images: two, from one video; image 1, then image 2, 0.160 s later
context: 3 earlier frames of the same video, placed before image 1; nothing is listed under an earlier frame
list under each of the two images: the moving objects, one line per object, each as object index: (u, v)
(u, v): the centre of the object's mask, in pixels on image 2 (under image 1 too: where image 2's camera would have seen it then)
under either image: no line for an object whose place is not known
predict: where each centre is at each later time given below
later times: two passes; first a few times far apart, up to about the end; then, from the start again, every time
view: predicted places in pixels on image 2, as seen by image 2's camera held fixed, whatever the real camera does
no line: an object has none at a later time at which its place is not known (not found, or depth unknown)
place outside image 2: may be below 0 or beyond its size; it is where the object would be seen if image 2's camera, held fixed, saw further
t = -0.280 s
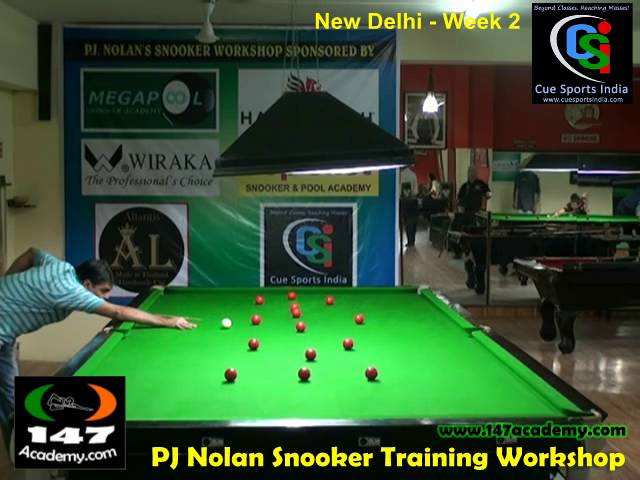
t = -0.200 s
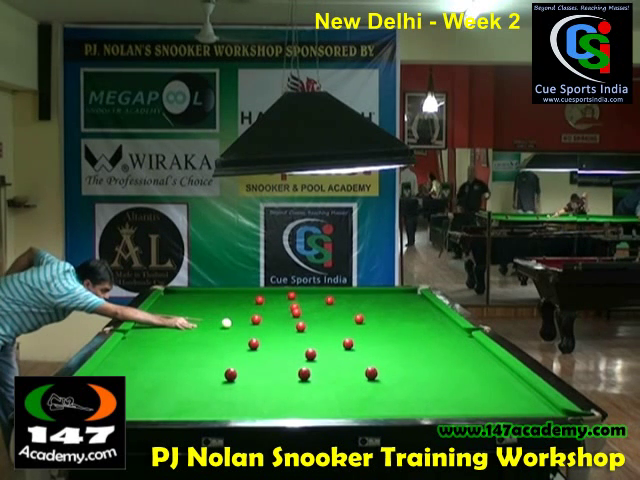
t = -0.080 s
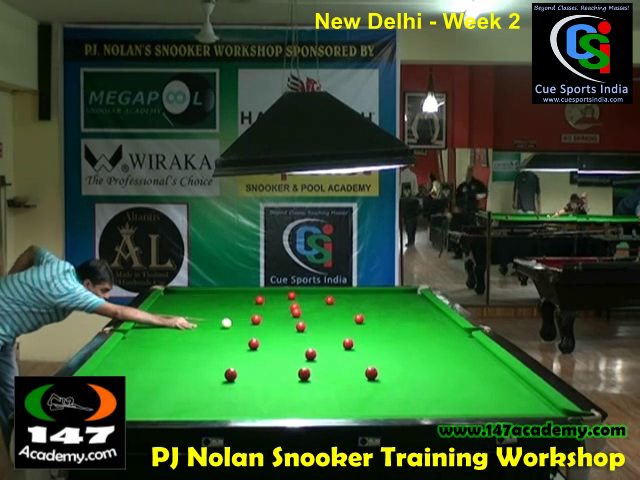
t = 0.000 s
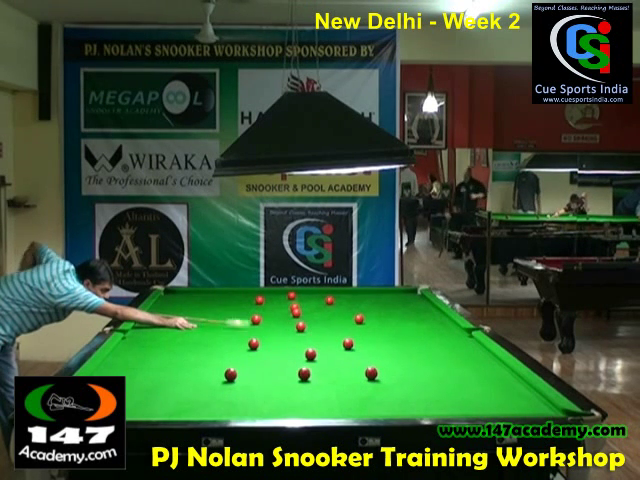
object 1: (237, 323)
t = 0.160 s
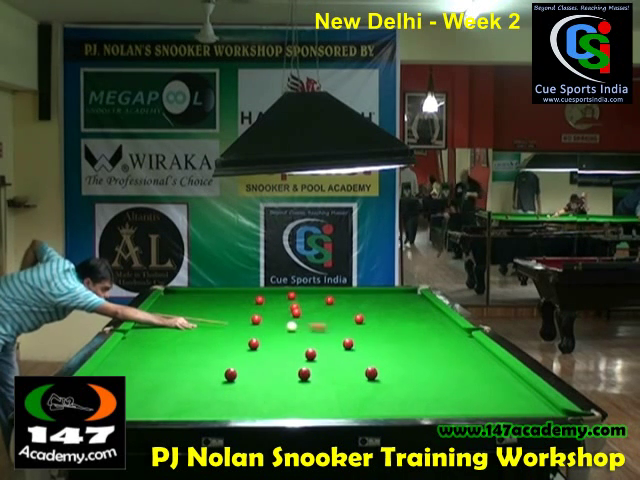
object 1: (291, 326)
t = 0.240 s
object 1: (294, 326)
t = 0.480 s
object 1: (310, 328)
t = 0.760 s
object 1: (327, 330)
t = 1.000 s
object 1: (341, 330)
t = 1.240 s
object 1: (354, 332)
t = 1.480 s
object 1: (367, 333)
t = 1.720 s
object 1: (378, 334)
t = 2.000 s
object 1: (391, 335)
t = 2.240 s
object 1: (400, 336)
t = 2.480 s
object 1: (409, 336)
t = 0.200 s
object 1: (292, 326)
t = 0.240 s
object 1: (294, 326)
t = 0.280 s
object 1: (297, 327)
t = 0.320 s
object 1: (299, 327)
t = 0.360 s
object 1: (302, 327)
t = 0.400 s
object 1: (304, 327)
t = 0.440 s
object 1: (307, 328)
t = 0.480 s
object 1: (310, 328)
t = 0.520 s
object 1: (312, 328)
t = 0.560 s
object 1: (315, 328)
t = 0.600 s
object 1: (317, 328)
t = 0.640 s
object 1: (320, 329)
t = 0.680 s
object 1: (322, 329)
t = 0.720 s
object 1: (325, 329)
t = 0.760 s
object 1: (327, 330)
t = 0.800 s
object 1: (330, 330)
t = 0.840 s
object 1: (332, 330)
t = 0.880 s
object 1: (334, 330)
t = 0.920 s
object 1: (336, 330)
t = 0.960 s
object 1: (339, 330)
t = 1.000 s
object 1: (341, 330)
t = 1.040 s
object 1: (343, 331)
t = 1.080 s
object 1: (345, 331)
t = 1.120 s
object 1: (348, 331)
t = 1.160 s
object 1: (350, 331)
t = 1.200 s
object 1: (352, 332)
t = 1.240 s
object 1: (354, 332)
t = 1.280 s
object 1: (356, 332)
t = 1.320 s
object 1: (358, 332)
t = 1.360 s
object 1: (361, 332)
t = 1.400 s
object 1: (363, 332)
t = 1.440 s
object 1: (365, 333)
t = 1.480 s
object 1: (367, 333)
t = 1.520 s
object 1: (369, 333)
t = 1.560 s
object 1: (371, 333)
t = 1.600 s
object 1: (373, 333)
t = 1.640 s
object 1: (375, 333)
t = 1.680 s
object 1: (376, 333)
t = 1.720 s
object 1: (378, 334)
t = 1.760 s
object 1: (380, 334)
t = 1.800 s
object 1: (382, 334)
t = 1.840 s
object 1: (384, 334)
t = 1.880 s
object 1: (386, 334)
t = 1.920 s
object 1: (387, 335)
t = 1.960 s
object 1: (389, 335)
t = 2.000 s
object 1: (391, 335)
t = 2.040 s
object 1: (393, 335)
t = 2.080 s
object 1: (394, 335)
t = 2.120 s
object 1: (396, 335)
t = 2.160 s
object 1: (397, 335)
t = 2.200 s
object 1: (399, 335)
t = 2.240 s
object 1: (400, 336)
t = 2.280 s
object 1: (402, 336)
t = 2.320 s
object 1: (404, 336)
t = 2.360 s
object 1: (405, 336)
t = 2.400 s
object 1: (407, 336)
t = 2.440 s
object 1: (408, 336)
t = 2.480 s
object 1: (409, 336)
